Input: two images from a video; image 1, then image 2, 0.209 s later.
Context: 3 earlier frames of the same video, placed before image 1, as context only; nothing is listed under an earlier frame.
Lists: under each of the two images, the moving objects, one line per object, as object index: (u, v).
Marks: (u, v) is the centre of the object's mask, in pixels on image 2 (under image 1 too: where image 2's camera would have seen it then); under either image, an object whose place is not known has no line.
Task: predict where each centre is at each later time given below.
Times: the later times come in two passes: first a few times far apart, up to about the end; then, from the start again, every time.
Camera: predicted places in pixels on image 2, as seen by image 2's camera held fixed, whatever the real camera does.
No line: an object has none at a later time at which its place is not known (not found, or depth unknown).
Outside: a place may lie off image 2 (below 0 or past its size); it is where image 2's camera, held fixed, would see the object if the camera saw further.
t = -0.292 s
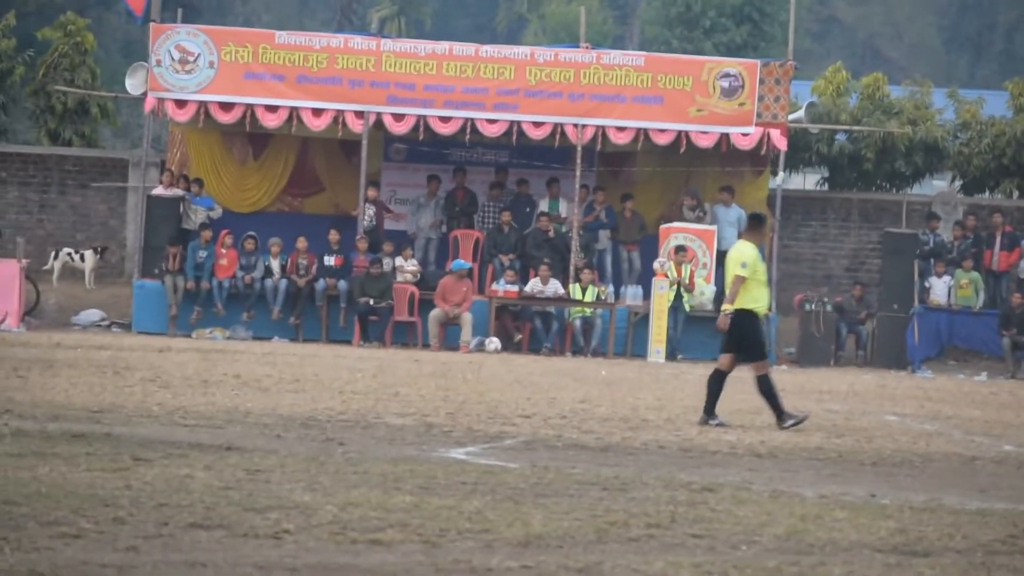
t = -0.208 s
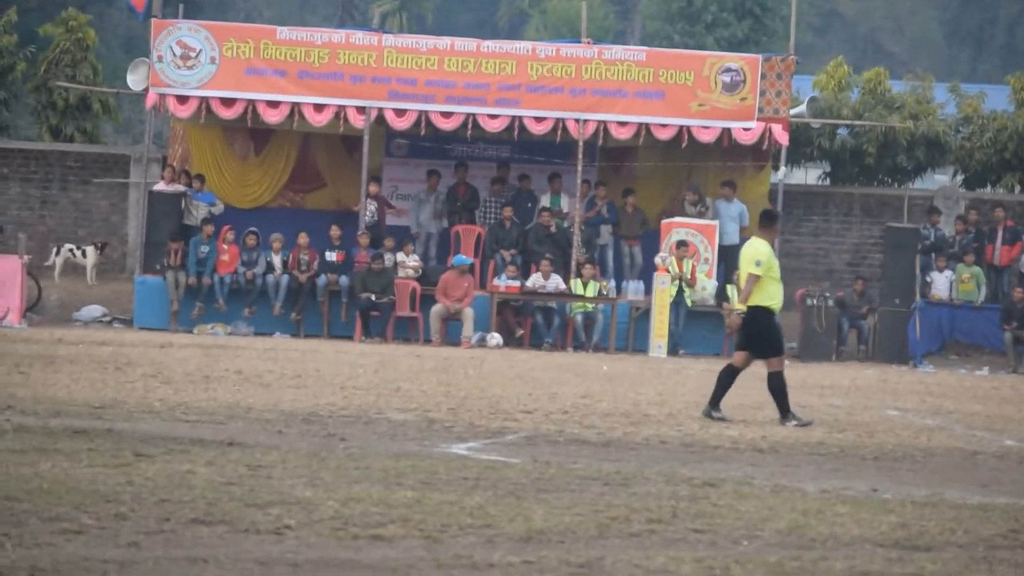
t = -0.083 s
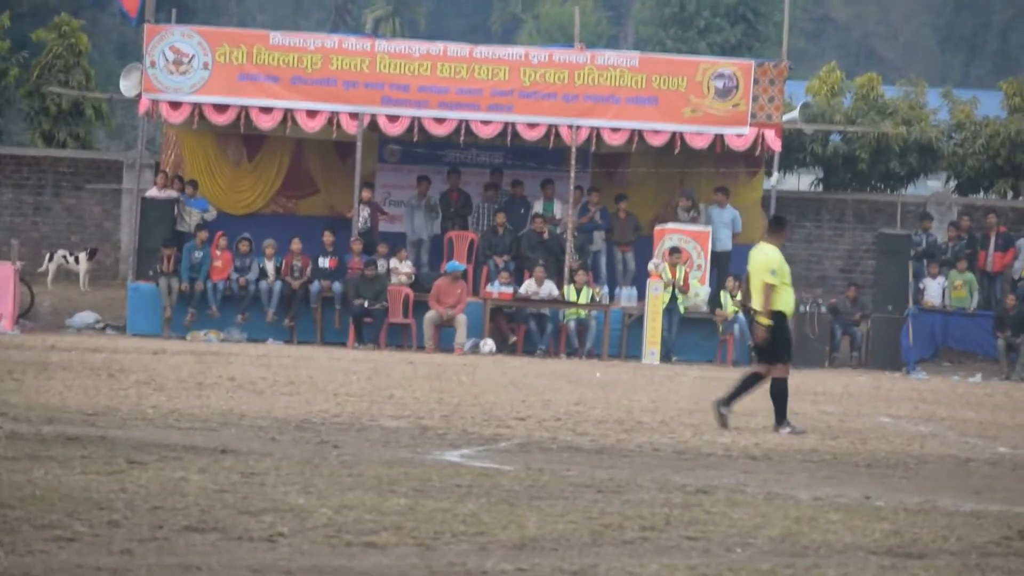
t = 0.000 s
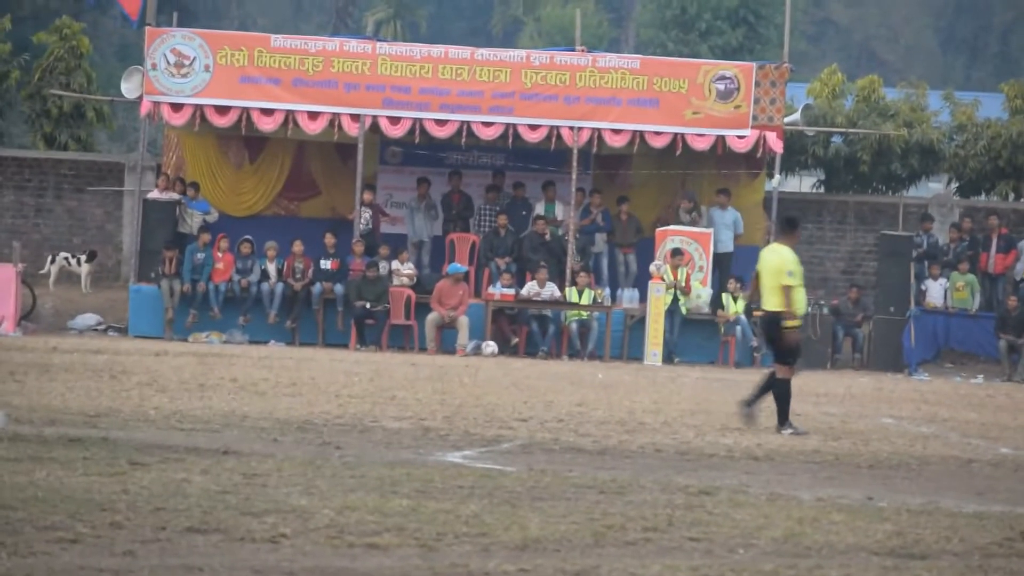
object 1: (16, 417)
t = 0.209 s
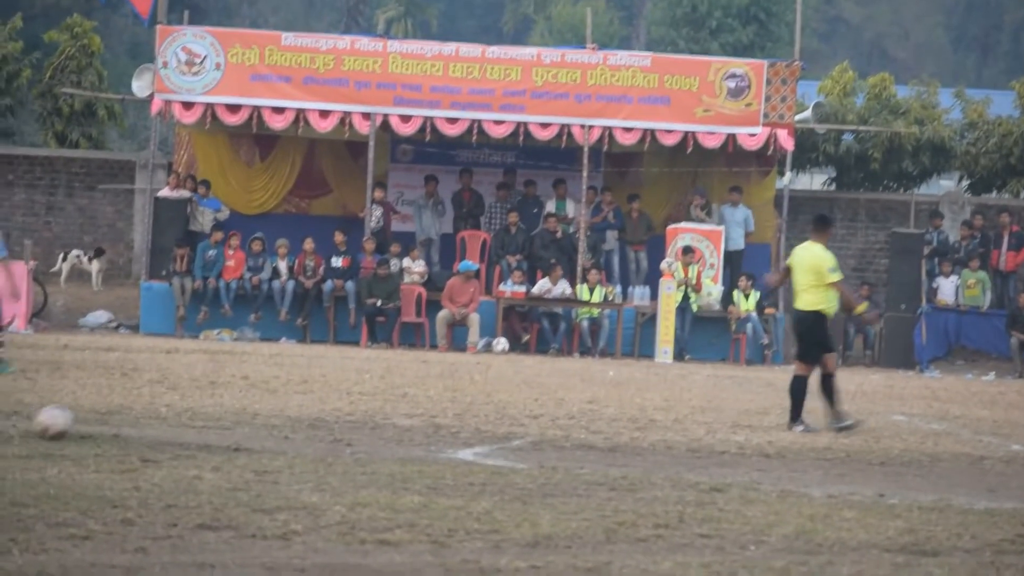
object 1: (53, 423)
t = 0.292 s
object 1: (74, 424)
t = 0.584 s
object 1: (137, 426)
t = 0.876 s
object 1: (197, 425)
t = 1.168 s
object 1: (247, 432)
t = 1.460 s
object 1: (300, 434)
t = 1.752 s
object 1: (346, 438)
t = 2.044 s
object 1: (392, 440)
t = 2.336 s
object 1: (436, 443)
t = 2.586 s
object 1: (472, 445)
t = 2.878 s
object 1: (510, 447)
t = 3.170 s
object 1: (543, 449)
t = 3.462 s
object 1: (577, 452)
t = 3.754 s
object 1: (603, 454)
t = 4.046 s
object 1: (628, 456)
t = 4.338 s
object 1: (655, 458)
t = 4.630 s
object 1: (678, 460)
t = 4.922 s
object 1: (695, 461)
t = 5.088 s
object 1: (704, 462)
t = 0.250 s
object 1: (63, 424)
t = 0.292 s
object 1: (74, 424)
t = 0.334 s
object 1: (82, 424)
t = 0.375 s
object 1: (92, 424)
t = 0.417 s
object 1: (99, 424)
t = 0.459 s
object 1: (110, 426)
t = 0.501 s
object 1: (120, 426)
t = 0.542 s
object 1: (129, 426)
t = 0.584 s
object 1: (137, 426)
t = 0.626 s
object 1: (147, 427)
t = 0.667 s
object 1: (158, 428)
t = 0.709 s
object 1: (165, 428)
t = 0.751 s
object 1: (174, 427)
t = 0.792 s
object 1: (182, 427)
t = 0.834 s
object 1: (190, 426)
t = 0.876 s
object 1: (197, 425)
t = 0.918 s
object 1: (205, 425)
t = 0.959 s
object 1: (212, 426)
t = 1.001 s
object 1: (218, 427)
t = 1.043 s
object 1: (225, 430)
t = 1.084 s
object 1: (232, 431)
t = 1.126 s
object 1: (240, 433)
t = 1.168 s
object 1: (247, 432)
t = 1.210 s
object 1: (256, 433)
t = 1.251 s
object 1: (264, 433)
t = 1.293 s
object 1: (274, 432)
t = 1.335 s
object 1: (280, 432)
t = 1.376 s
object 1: (286, 434)
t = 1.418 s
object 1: (292, 434)
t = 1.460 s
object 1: (300, 434)
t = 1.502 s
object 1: (306, 436)
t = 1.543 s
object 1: (314, 435)
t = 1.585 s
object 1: (319, 436)
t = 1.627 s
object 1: (326, 436)
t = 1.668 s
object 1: (333, 437)
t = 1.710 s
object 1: (340, 437)
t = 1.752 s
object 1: (346, 438)
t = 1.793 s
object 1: (353, 438)
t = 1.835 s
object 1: (360, 438)
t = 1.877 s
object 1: (366, 439)
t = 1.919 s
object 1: (373, 439)
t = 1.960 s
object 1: (380, 440)
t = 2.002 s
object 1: (386, 440)
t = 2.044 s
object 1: (392, 440)
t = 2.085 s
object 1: (399, 441)
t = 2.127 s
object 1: (405, 441)
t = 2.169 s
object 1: (412, 442)
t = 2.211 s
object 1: (418, 442)
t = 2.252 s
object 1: (424, 442)
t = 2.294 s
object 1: (429, 443)
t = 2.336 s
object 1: (436, 443)
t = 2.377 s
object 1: (442, 443)
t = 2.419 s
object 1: (448, 444)
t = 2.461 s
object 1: (454, 444)
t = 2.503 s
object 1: (460, 444)
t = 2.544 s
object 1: (465, 444)
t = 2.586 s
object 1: (472, 445)
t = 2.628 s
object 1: (479, 445)
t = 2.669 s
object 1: (484, 446)
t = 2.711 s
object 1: (490, 445)
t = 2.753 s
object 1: (494, 446)
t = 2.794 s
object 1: (499, 446)
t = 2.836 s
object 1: (505, 447)
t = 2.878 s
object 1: (510, 447)
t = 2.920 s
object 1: (515, 447)
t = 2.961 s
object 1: (520, 448)
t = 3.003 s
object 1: (525, 449)
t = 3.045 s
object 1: (528, 449)
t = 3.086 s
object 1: (534, 449)
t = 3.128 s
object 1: (539, 449)
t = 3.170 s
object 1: (543, 449)
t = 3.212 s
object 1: (548, 450)
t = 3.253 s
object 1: (553, 450)
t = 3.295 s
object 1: (558, 451)
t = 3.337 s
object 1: (563, 451)
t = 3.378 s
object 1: (568, 452)
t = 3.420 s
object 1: (572, 452)
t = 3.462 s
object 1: (577, 452)
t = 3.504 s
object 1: (580, 452)
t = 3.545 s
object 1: (583, 452)
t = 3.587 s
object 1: (588, 453)
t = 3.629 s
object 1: (591, 453)
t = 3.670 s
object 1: (596, 454)
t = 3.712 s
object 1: (601, 454)
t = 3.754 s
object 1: (603, 454)
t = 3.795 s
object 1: (607, 454)
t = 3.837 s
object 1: (611, 454)
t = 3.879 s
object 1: (615, 455)
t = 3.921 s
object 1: (619, 456)
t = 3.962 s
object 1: (622, 456)
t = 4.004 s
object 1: (625, 456)
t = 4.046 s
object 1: (628, 456)
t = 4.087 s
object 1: (632, 456)
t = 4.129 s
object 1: (635, 457)
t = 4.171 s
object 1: (638, 456)
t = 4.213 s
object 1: (642, 457)
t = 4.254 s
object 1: (647, 458)
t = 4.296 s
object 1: (650, 458)
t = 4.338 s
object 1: (655, 458)
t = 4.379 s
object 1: (659, 458)
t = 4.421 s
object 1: (662, 459)
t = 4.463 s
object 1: (665, 459)
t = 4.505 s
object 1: (668, 459)
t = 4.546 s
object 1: (671, 459)
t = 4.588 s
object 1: (674, 459)
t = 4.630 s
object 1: (678, 460)
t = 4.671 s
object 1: (680, 460)
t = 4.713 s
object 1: (683, 461)
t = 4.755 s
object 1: (686, 461)
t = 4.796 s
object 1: (689, 461)
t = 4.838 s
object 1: (691, 461)
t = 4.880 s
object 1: (693, 461)
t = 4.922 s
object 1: (695, 461)
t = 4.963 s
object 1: (698, 461)
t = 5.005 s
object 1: (700, 460)
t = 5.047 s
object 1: (702, 461)
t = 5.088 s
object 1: (704, 462)
